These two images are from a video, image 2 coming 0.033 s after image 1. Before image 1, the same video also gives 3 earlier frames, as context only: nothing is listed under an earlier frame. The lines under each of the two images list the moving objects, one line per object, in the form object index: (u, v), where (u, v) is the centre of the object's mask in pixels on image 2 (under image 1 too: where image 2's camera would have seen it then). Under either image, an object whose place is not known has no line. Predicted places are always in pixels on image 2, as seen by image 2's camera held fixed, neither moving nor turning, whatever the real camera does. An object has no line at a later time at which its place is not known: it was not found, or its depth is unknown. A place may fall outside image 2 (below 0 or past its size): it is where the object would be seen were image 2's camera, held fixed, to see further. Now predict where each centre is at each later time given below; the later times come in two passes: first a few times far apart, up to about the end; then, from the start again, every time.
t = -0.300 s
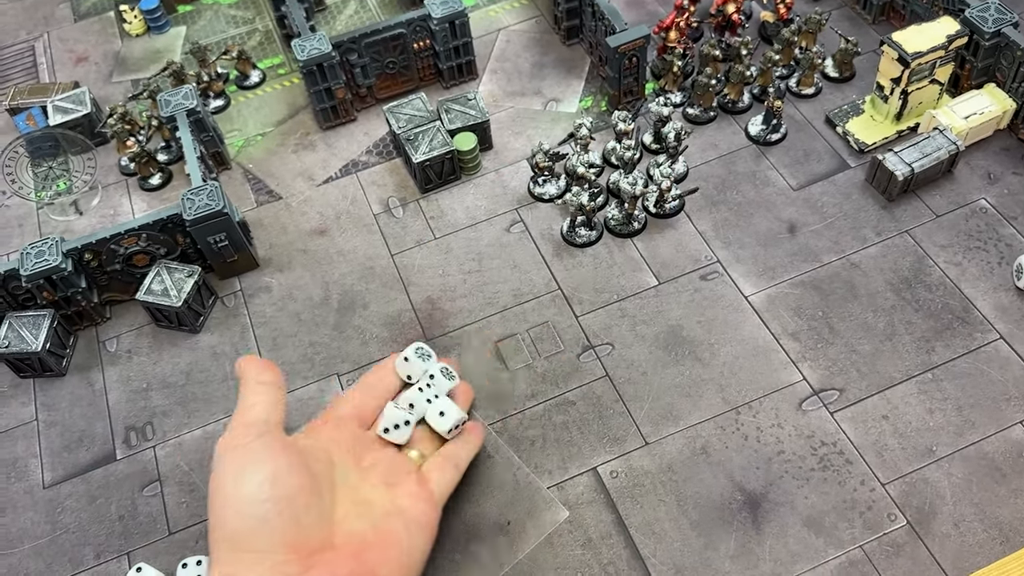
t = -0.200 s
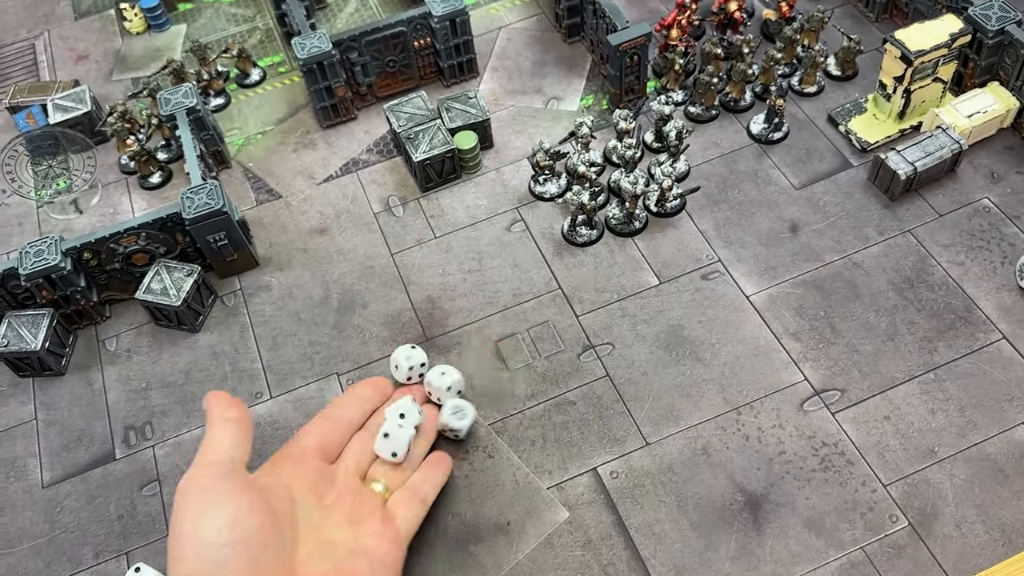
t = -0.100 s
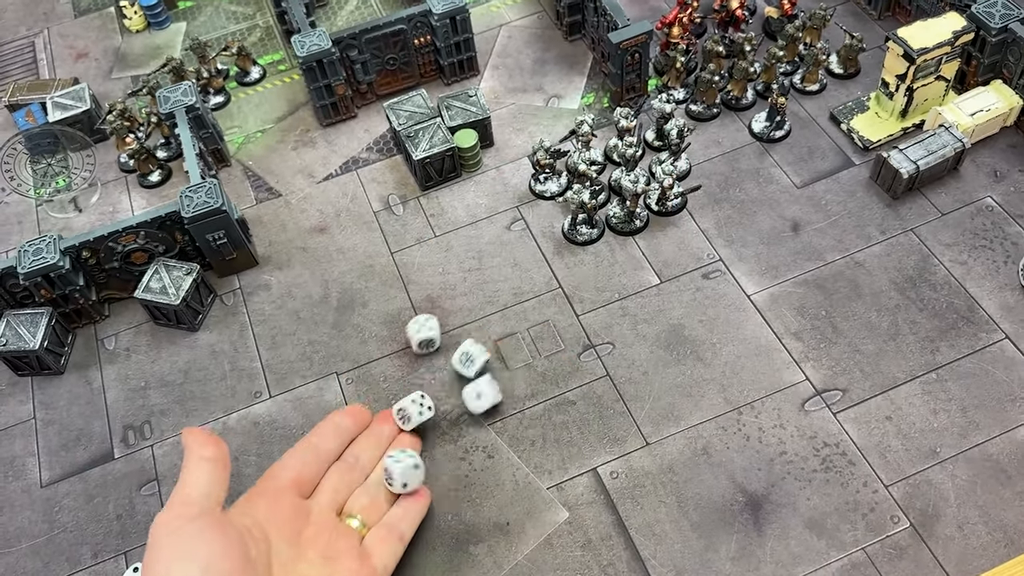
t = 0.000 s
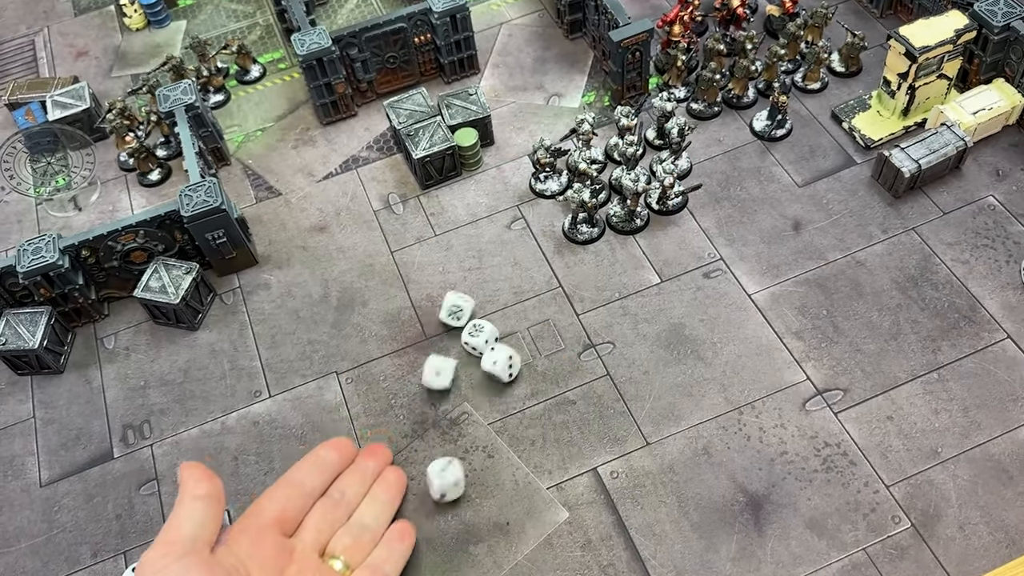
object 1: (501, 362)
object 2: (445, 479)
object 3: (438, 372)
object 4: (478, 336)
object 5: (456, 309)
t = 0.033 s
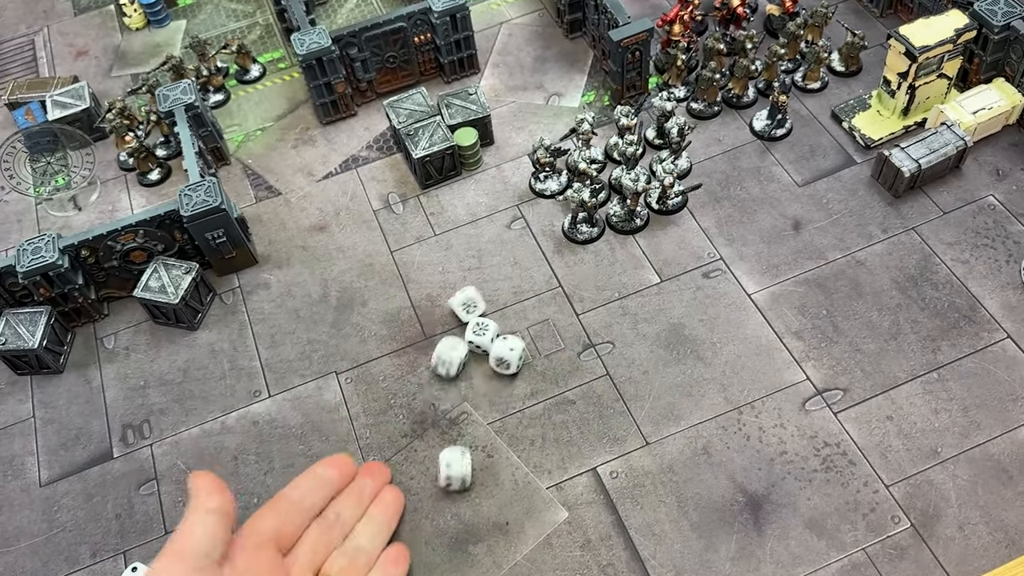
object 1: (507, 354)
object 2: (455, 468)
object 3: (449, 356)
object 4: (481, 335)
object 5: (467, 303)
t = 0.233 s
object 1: (520, 342)
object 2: (446, 413)
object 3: (432, 328)
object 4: (491, 327)
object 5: (524, 268)
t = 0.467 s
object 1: (519, 342)
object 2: (445, 406)
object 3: (408, 312)
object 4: (491, 327)
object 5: (532, 264)
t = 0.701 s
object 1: (519, 343)
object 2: (445, 406)
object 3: (408, 312)
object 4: (491, 327)
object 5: (532, 264)
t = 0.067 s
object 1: (515, 349)
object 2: (458, 456)
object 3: (449, 348)
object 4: (488, 330)
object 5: (477, 297)
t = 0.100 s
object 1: (520, 346)
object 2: (460, 445)
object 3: (445, 345)
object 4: (491, 328)
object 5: (486, 290)
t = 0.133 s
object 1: (521, 344)
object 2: (457, 436)
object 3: (438, 342)
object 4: (491, 327)
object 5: (496, 285)
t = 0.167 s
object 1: (520, 342)
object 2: (454, 429)
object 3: (434, 338)
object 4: (491, 327)
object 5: (506, 280)
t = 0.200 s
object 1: (519, 342)
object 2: (451, 420)
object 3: (432, 333)
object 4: (491, 327)
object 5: (517, 276)
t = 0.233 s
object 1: (520, 342)
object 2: (446, 413)
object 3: (432, 328)
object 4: (491, 327)
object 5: (524, 268)
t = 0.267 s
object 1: (519, 342)
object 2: (444, 408)
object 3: (430, 322)
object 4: (491, 327)
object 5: (530, 265)
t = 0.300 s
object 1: (519, 342)
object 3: (429, 318)
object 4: (491, 327)
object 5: (532, 264)
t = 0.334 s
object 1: (519, 342)
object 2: (445, 406)
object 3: (424, 315)
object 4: (491, 327)
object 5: (532, 264)
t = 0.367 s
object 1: (519, 342)
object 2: (445, 406)
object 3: (416, 314)
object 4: (491, 327)
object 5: (532, 264)
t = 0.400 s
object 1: (519, 342)
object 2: (445, 406)
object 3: (410, 315)
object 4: (491, 327)
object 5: (532, 264)
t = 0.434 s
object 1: (519, 342)
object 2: (445, 406)
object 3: (408, 313)
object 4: (491, 327)
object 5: (532, 264)
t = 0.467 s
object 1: (519, 342)
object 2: (445, 406)
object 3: (408, 312)
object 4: (491, 327)
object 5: (532, 264)
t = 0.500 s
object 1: (519, 343)
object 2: (445, 406)
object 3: (408, 312)
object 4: (491, 327)
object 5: (532, 264)
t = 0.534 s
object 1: (519, 343)
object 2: (445, 406)
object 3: (408, 312)
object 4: (491, 327)
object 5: (532, 264)
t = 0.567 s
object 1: (519, 342)
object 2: (445, 406)
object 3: (408, 312)
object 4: (491, 327)
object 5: (532, 264)
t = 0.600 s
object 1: (519, 343)
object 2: (445, 406)
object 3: (408, 312)
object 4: (491, 327)
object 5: (532, 264)
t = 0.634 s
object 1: (519, 343)
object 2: (445, 406)
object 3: (408, 312)
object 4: (491, 327)
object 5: (532, 264)
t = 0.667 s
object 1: (519, 343)
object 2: (445, 406)
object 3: (408, 312)
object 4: (491, 327)
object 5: (532, 264)
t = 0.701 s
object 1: (519, 343)
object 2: (445, 406)
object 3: (408, 312)
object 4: (491, 327)
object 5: (532, 264)
